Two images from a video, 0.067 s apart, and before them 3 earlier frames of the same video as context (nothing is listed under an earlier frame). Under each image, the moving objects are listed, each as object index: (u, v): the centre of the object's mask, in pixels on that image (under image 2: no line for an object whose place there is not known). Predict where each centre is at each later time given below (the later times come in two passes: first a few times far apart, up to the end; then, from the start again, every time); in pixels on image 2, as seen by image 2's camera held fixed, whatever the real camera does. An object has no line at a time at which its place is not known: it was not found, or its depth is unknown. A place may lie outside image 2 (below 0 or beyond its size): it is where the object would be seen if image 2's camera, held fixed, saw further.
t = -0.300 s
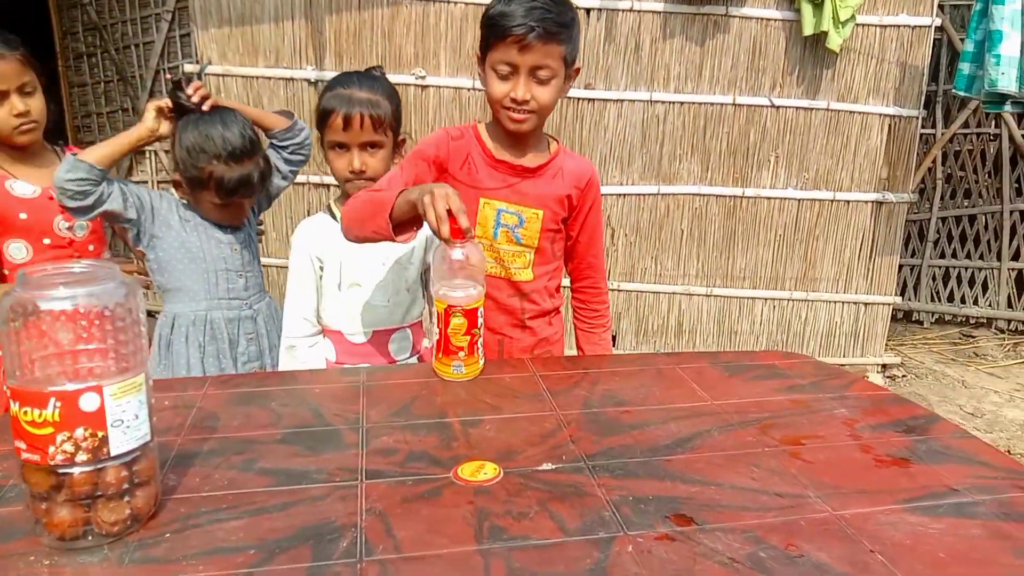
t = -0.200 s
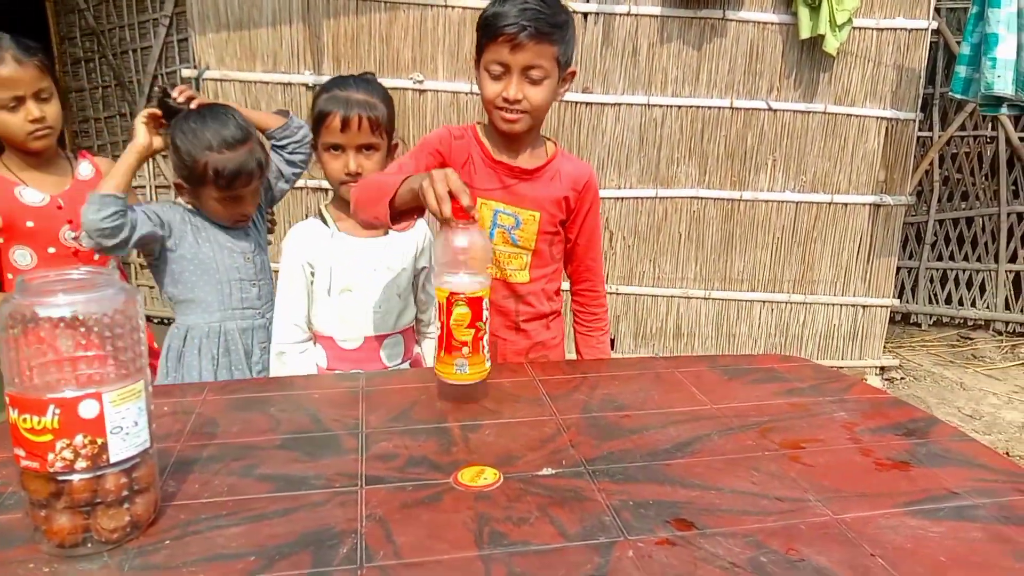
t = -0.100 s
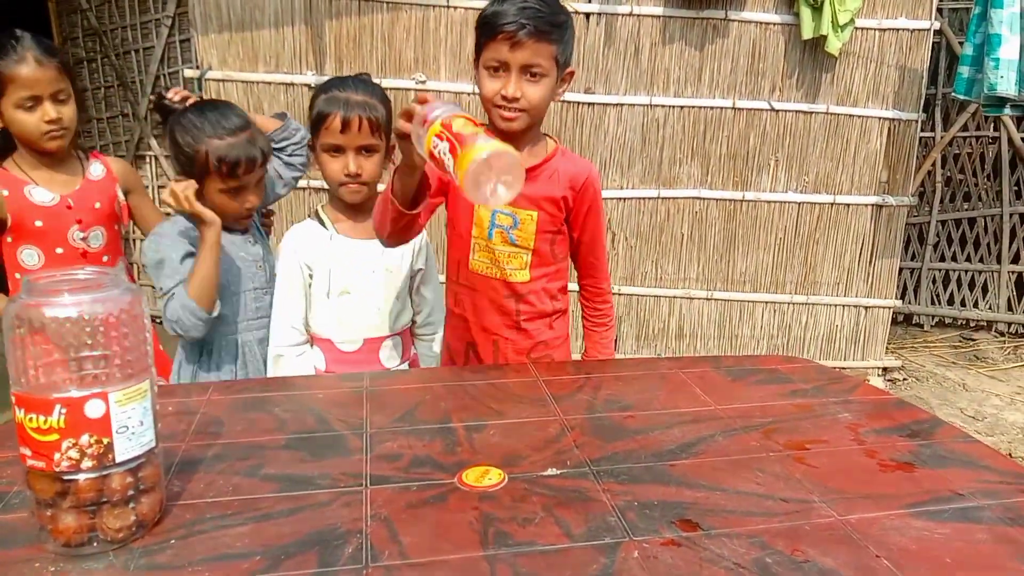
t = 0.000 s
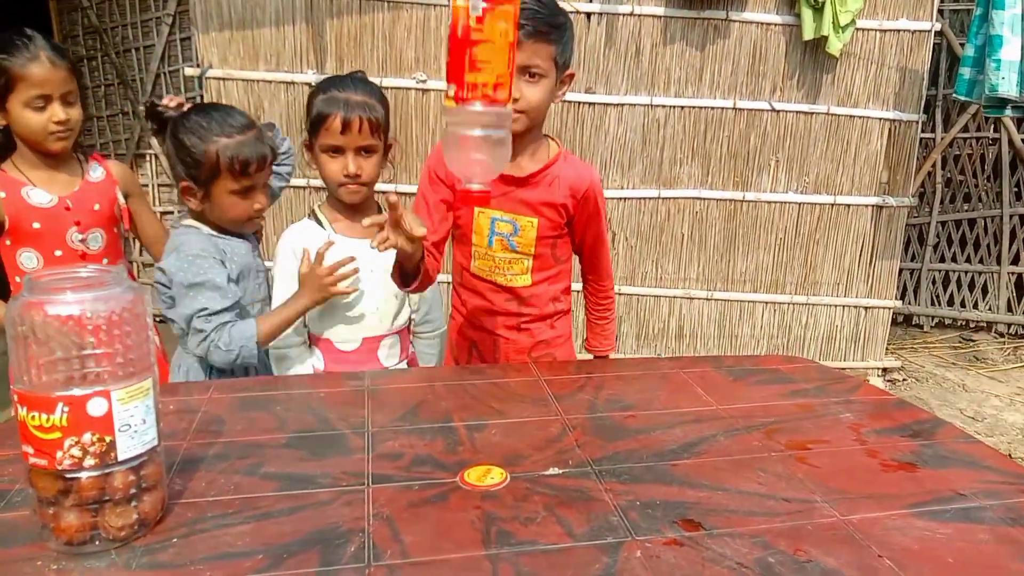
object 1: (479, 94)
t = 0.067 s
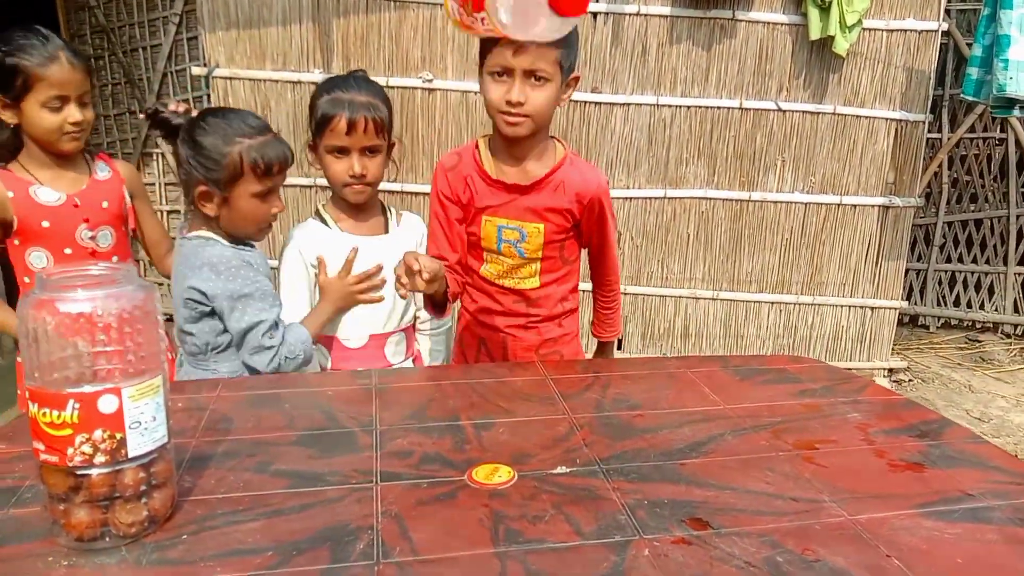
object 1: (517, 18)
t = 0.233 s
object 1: (517, 236)
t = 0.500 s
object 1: (511, 422)
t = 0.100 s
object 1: (495, 29)
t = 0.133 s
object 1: (499, 50)
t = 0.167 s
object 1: (513, 103)
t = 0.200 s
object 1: (516, 158)
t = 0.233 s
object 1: (517, 236)
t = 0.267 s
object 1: (519, 327)
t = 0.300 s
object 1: (515, 405)
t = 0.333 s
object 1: (510, 415)
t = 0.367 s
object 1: (507, 429)
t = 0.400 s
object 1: (503, 424)
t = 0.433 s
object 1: (503, 423)
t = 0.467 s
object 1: (509, 422)
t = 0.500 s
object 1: (511, 422)
